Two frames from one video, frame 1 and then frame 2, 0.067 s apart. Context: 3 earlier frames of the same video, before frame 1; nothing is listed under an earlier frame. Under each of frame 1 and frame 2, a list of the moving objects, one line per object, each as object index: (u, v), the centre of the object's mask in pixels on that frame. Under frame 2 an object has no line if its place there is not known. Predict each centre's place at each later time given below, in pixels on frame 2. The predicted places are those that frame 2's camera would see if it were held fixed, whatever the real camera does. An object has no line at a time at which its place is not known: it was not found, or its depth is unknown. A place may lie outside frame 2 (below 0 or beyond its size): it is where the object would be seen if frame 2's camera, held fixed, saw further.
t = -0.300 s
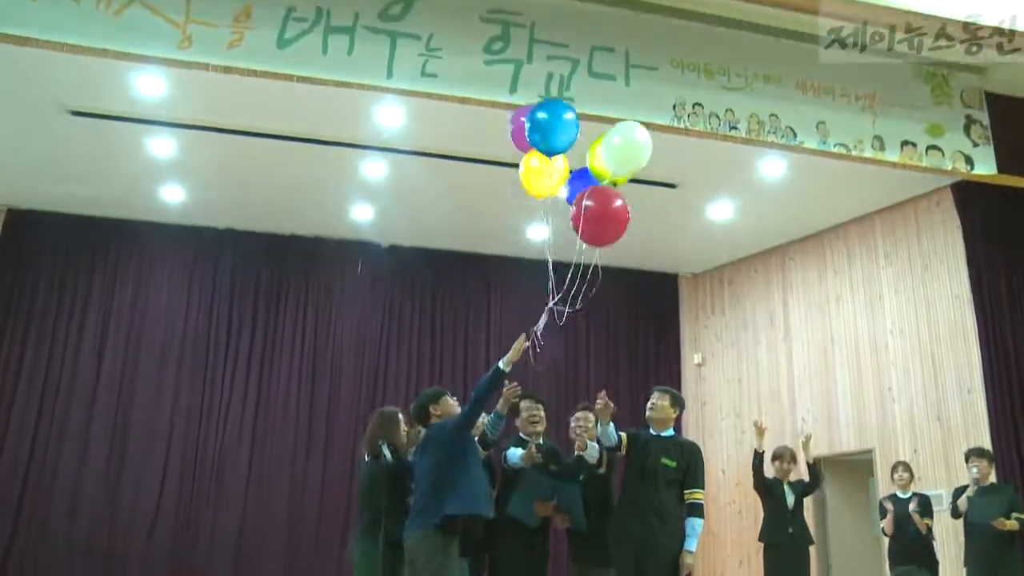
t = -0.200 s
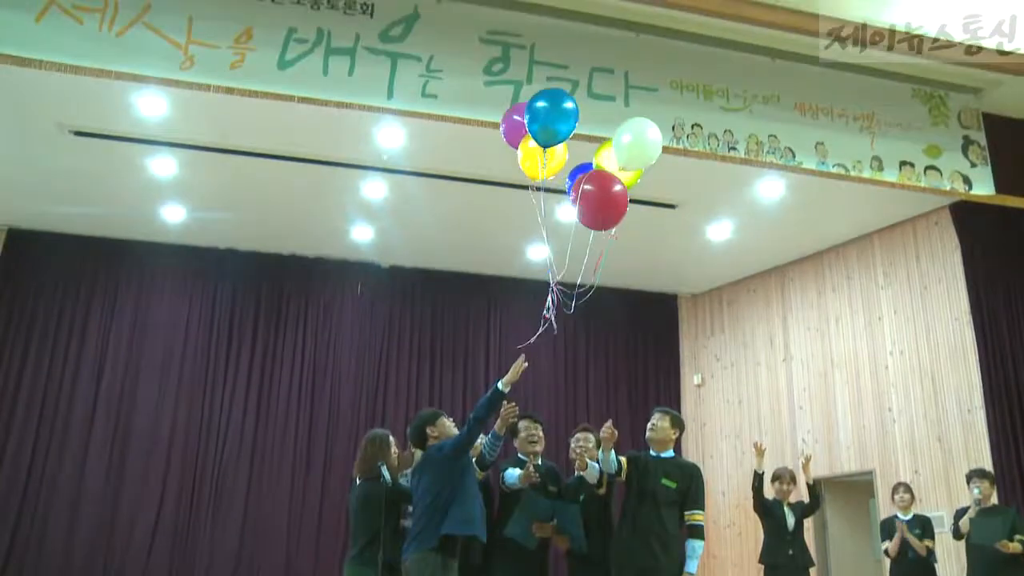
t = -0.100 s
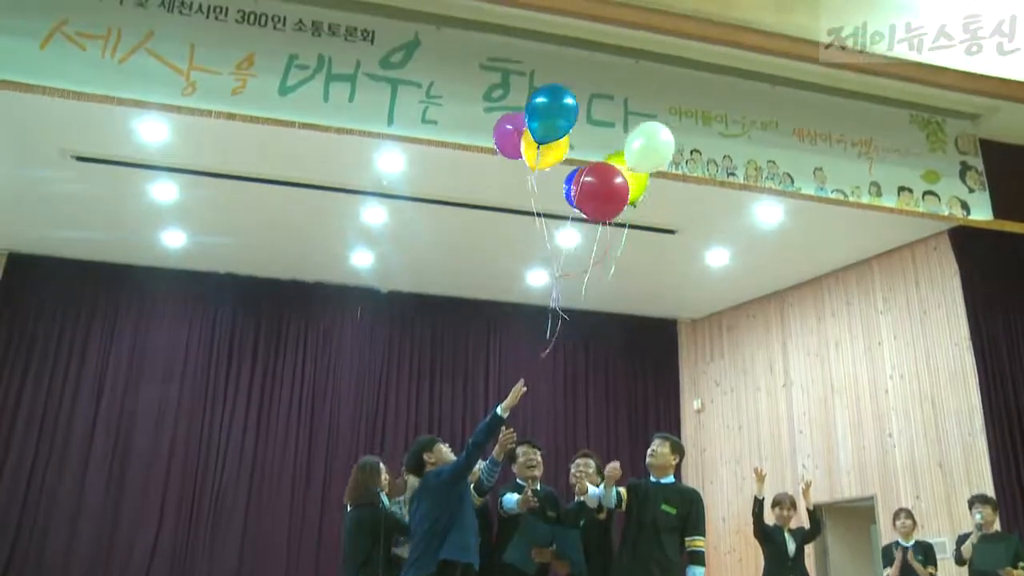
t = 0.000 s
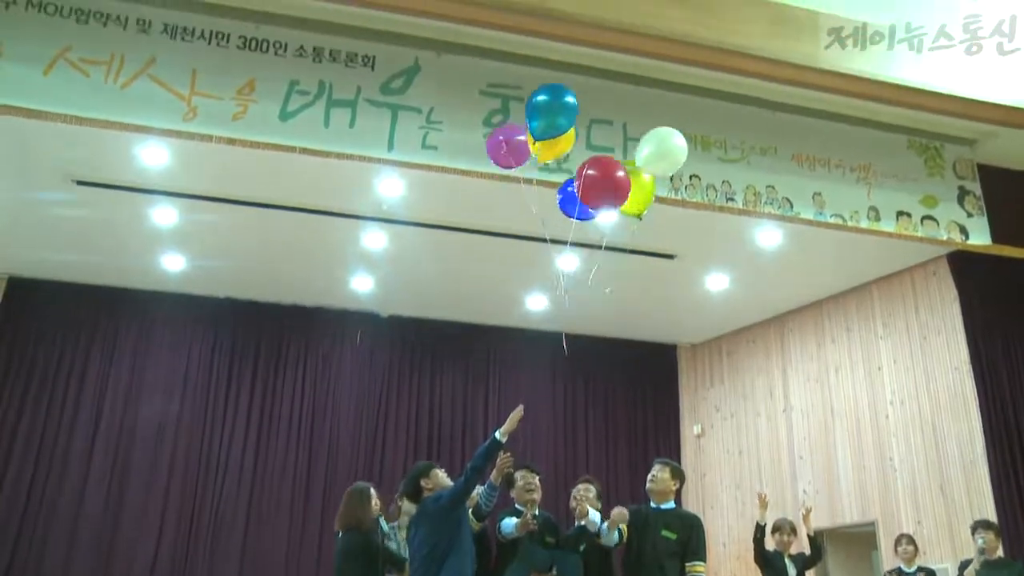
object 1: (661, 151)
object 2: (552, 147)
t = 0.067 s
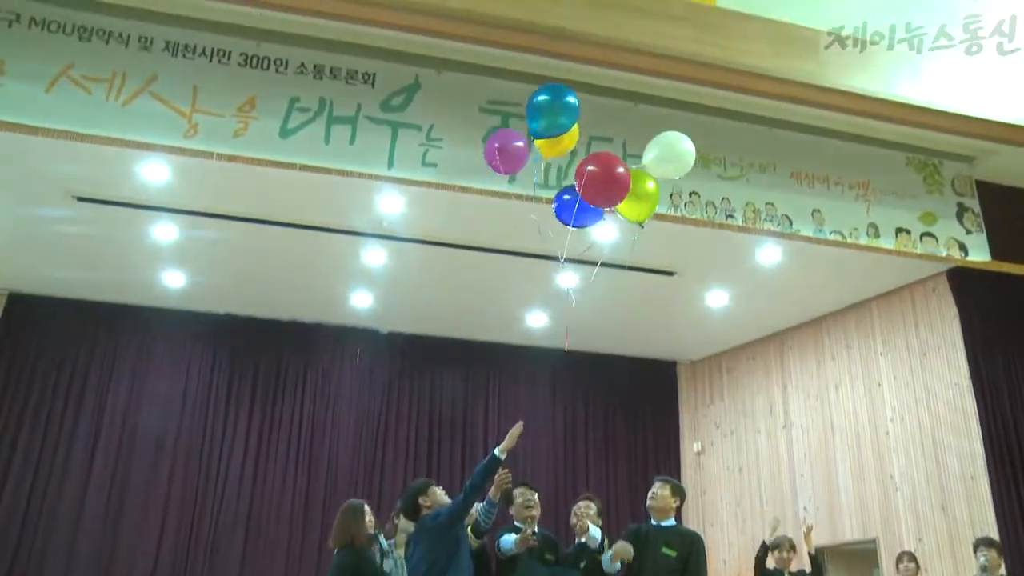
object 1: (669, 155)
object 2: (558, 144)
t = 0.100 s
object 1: (673, 148)
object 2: (559, 133)
